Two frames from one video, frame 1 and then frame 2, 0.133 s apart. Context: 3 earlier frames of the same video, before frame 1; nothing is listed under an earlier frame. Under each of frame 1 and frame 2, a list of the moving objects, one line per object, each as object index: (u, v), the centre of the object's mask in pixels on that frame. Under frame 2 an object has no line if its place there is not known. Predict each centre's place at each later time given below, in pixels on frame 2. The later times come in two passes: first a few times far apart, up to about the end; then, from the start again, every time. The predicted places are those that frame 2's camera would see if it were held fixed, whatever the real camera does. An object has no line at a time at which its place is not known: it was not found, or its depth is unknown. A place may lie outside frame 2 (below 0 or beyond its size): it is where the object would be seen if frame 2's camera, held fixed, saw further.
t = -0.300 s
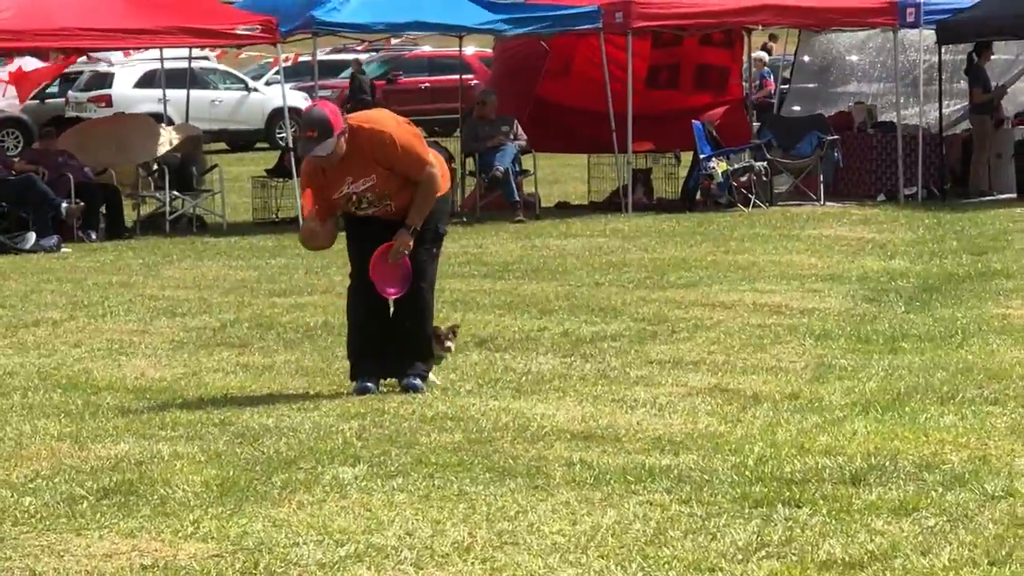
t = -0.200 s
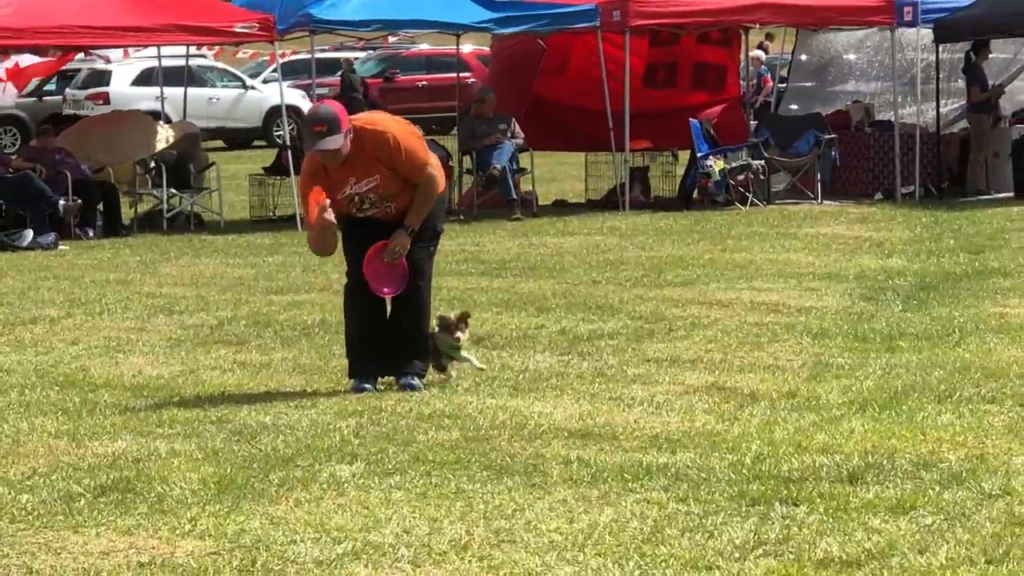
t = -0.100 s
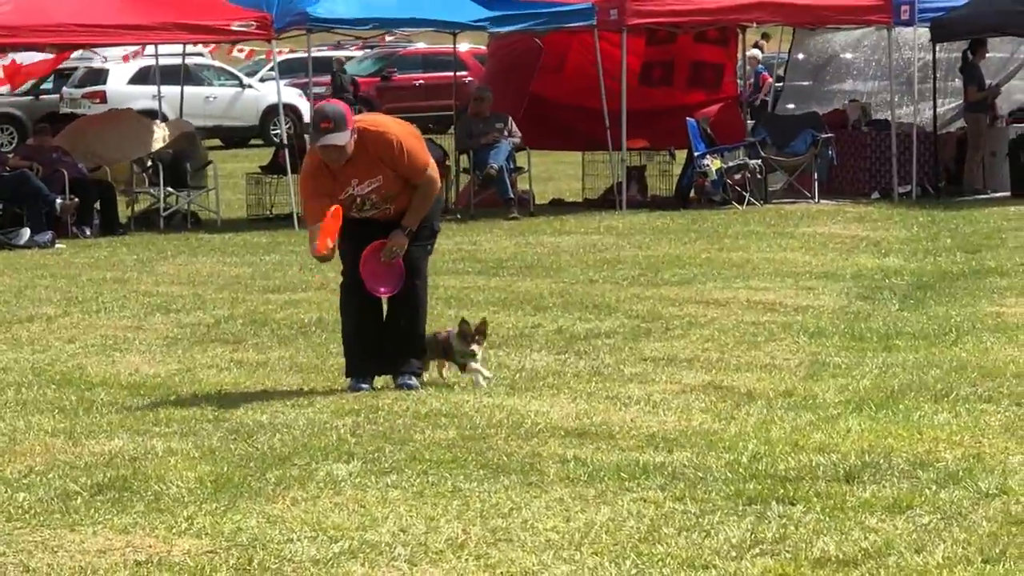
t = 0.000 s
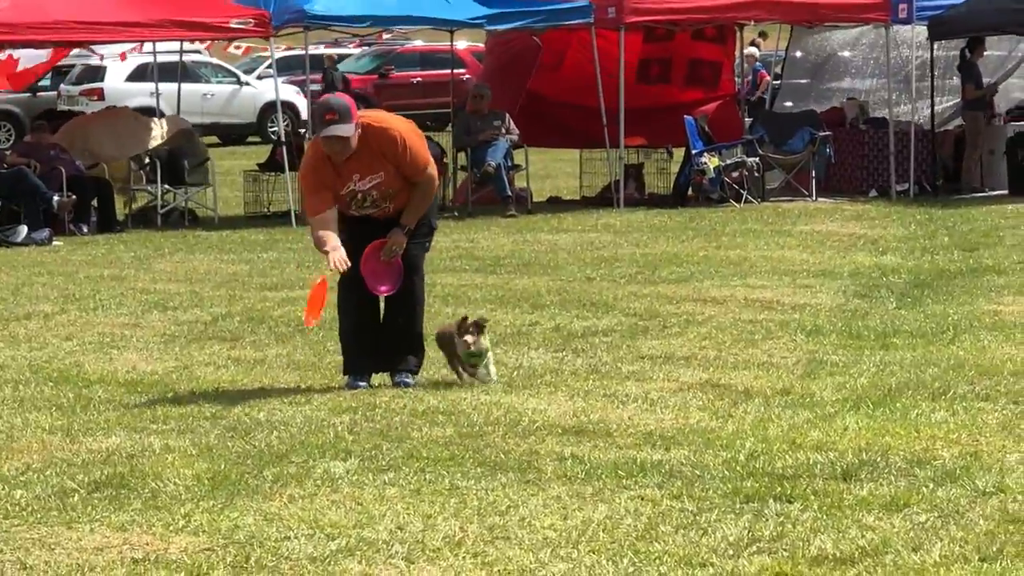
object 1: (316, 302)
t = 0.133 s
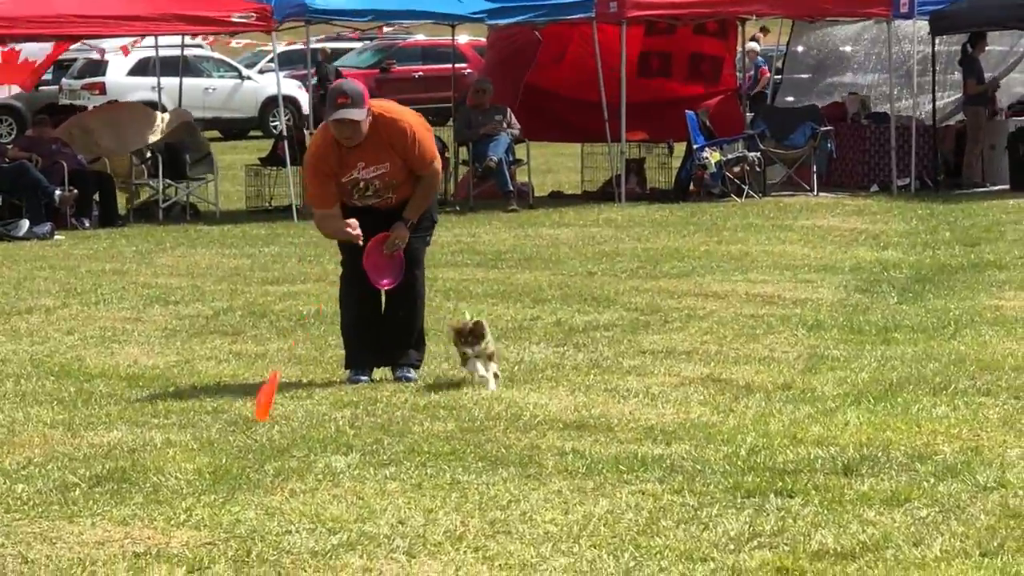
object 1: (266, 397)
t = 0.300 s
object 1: (219, 402)
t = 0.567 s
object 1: (116, 442)
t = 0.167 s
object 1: (259, 391)
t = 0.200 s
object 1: (252, 387)
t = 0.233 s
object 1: (241, 390)
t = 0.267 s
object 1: (231, 394)
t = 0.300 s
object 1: (219, 402)
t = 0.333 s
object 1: (207, 415)
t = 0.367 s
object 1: (195, 419)
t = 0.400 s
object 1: (185, 416)
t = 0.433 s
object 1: (174, 415)
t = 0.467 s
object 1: (161, 417)
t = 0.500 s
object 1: (148, 421)
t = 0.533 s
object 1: (132, 430)
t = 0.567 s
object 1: (116, 442)
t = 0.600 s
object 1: (100, 456)
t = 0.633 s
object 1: (87, 460)
